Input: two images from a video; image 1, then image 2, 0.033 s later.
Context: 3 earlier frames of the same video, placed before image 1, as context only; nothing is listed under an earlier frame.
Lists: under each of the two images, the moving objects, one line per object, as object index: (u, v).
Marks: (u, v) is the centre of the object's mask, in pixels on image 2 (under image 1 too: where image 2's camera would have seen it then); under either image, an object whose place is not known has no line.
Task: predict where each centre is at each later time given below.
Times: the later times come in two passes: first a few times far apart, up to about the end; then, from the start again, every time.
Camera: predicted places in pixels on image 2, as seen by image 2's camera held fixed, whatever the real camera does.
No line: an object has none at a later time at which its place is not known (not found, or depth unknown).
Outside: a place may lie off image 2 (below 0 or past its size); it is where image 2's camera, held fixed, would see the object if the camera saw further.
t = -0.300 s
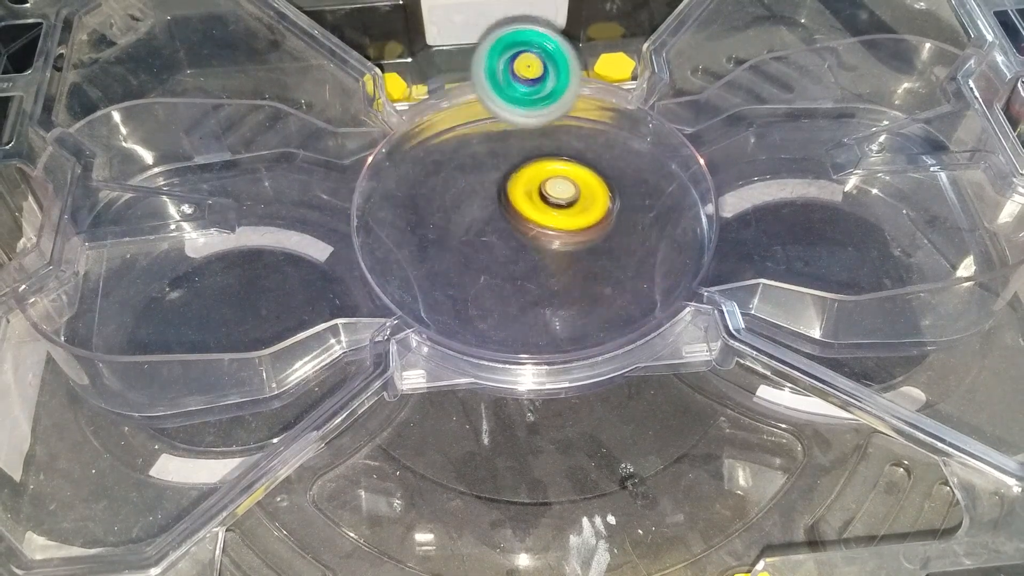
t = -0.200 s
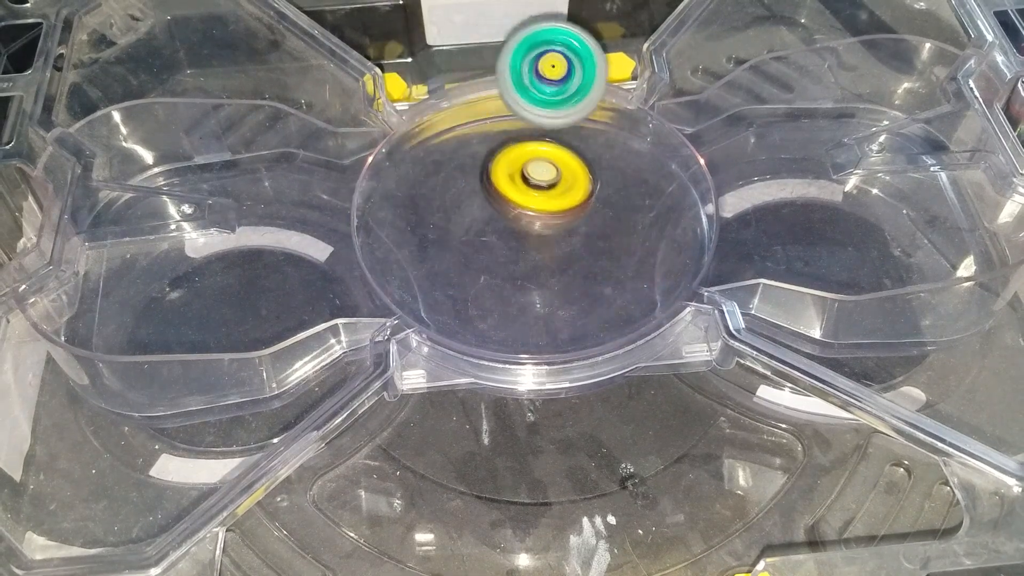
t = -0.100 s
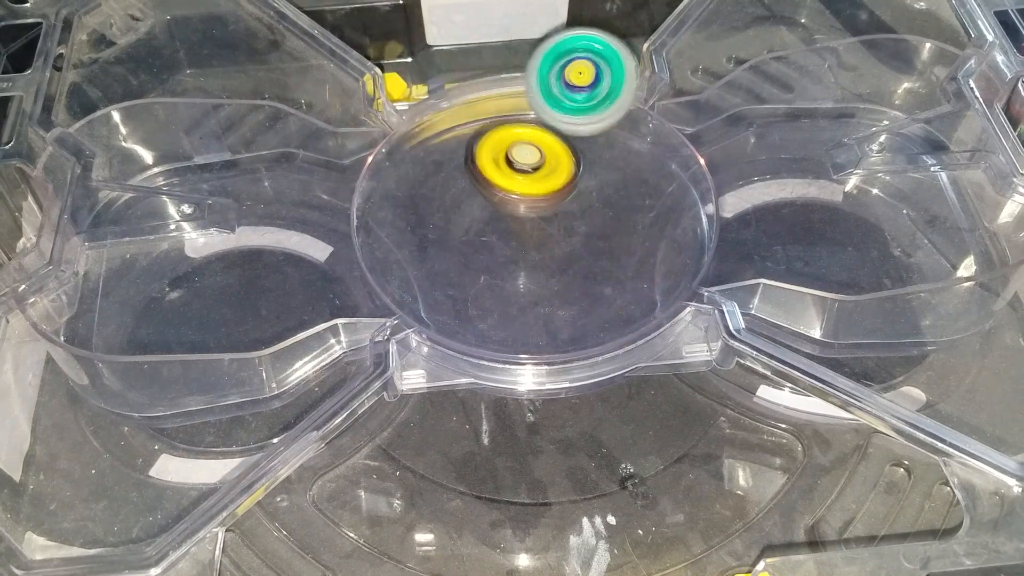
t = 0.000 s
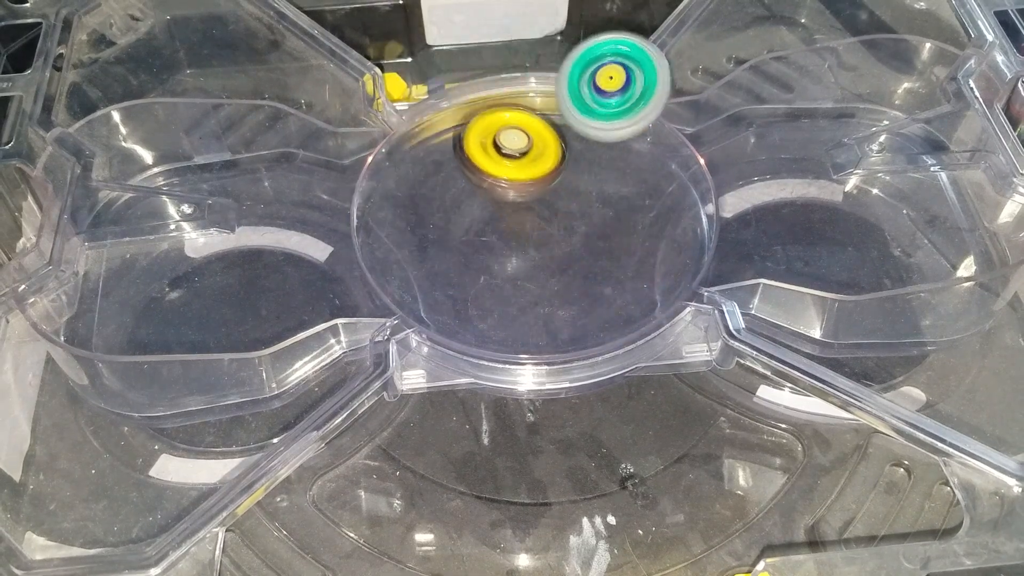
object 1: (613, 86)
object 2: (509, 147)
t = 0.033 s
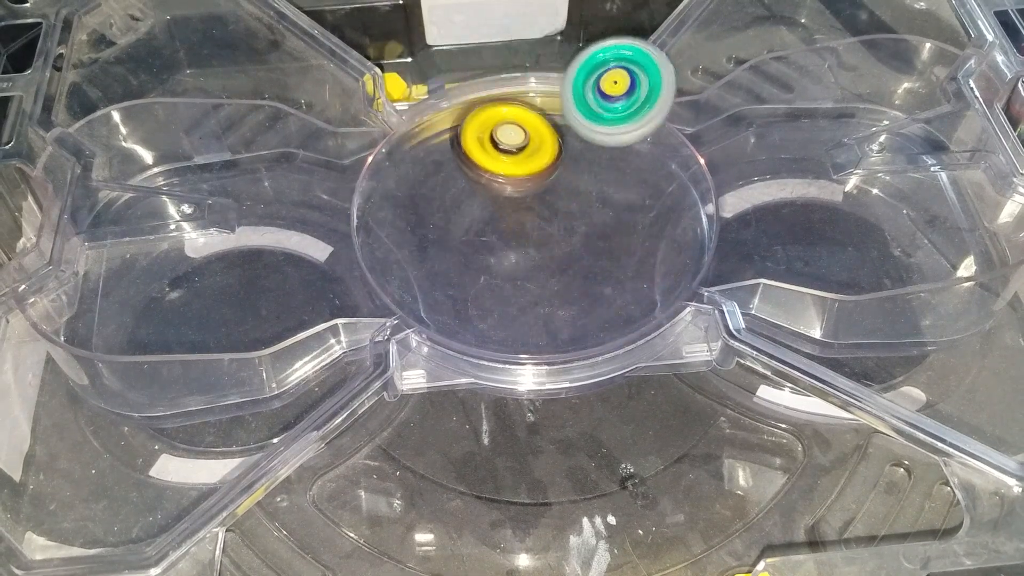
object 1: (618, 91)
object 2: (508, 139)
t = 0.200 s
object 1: (658, 124)
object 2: (497, 122)
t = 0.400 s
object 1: (675, 181)
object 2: (495, 110)
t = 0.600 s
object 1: (643, 246)
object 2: (504, 112)
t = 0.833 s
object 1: (543, 300)
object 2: (518, 135)
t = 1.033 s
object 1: (450, 290)
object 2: (523, 165)
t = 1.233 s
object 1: (396, 241)
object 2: (519, 194)
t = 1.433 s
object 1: (378, 184)
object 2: (502, 218)
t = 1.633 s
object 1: (399, 136)
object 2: (480, 231)
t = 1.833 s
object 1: (444, 96)
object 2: (461, 230)
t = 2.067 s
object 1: (516, 73)
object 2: (452, 213)
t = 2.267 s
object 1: (584, 89)
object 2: (463, 194)
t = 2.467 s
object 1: (630, 135)
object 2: (485, 175)
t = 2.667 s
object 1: (638, 202)
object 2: (512, 164)
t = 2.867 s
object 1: (596, 269)
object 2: (538, 166)
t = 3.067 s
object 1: (519, 308)
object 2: (555, 171)
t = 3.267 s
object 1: (448, 286)
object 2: (558, 188)
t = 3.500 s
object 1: (388, 229)
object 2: (543, 203)
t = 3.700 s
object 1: (381, 176)
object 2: (518, 210)
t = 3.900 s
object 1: (412, 123)
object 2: (494, 212)
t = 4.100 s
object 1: (474, 88)
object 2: (474, 201)
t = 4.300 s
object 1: (547, 86)
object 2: (467, 186)
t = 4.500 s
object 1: (608, 118)
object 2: (474, 173)
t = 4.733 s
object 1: (636, 185)
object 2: (496, 164)
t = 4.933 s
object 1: (605, 251)
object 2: (521, 164)
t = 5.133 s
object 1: (528, 298)
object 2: (540, 176)
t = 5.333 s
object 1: (453, 289)
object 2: (548, 191)
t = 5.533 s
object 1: (403, 250)
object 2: (541, 206)
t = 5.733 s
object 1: (383, 192)
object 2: (521, 215)
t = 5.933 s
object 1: (412, 136)
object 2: (499, 214)
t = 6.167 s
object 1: (488, 97)
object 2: (477, 201)
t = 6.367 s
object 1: (562, 99)
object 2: (473, 185)
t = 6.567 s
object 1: (618, 134)
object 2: (482, 172)
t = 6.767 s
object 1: (634, 191)
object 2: (500, 165)
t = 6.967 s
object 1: (597, 256)
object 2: (520, 167)
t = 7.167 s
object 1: (513, 300)
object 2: (537, 178)
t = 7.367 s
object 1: (442, 283)
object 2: (542, 192)
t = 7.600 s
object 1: (389, 225)
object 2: (531, 206)
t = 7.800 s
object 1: (392, 165)
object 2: (511, 212)
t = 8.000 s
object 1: (442, 117)
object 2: (492, 206)
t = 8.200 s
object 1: (518, 95)
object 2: (480, 195)
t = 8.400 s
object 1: (588, 114)
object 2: (481, 182)
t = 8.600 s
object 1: (626, 163)
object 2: (492, 172)
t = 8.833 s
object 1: (608, 244)
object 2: (511, 170)
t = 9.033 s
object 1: (534, 294)
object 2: (526, 176)
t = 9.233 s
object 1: (460, 288)
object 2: (534, 187)
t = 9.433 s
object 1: (401, 243)
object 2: (531, 201)
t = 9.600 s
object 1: (388, 188)
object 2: (522, 208)
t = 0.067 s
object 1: (625, 97)
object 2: (503, 136)
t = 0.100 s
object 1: (634, 103)
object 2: (503, 131)
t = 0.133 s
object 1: (643, 109)
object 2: (501, 128)
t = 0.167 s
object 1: (651, 116)
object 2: (496, 125)
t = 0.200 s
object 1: (658, 124)
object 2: (497, 122)
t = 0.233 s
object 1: (664, 132)
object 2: (496, 119)
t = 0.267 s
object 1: (669, 141)
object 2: (495, 117)
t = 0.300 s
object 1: (673, 150)
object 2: (494, 115)
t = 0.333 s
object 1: (675, 160)
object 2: (491, 115)
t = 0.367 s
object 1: (676, 171)
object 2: (494, 112)
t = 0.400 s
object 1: (675, 181)
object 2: (495, 110)
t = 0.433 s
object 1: (673, 192)
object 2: (495, 110)
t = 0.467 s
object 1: (670, 203)
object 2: (496, 109)
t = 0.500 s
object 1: (665, 214)
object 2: (498, 109)
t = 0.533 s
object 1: (660, 225)
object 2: (500, 110)
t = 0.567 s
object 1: (652, 235)
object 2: (502, 111)
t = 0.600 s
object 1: (643, 246)
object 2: (504, 112)
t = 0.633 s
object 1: (633, 256)
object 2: (507, 114)
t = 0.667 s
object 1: (621, 265)
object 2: (508, 117)
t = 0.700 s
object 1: (607, 273)
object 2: (510, 119)
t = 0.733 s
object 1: (593, 281)
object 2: (512, 123)
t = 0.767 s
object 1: (577, 288)
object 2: (515, 127)
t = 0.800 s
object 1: (560, 295)
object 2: (516, 131)
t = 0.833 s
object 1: (543, 300)
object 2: (518, 135)
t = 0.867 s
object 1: (525, 304)
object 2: (520, 140)
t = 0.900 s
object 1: (508, 306)
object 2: (521, 145)
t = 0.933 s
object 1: (496, 304)
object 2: (522, 150)
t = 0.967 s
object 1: (485, 299)
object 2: (523, 155)
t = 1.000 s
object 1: (468, 294)
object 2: (523, 160)
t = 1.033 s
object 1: (450, 290)
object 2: (523, 165)
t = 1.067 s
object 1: (439, 284)
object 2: (523, 170)
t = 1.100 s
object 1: (431, 276)
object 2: (523, 175)
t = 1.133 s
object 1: (417, 268)
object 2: (523, 180)
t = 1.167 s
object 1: (405, 259)
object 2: (521, 185)
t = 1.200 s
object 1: (401, 251)
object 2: (520, 189)
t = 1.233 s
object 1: (396, 241)
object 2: (519, 194)
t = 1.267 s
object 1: (388, 231)
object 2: (518, 199)
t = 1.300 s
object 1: (382, 221)
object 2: (515, 203)
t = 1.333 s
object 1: (383, 214)
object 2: (513, 207)
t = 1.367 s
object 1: (383, 204)
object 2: (510, 211)
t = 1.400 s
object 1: (378, 193)
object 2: (506, 214)
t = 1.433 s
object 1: (378, 184)
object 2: (502, 218)
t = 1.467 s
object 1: (381, 178)
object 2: (499, 221)
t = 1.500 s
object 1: (383, 169)
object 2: (495, 224)
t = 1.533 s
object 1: (384, 158)
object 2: (491, 226)
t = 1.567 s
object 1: (387, 150)
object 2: (487, 228)
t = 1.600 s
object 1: (393, 144)
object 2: (484, 230)
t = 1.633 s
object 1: (399, 136)
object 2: (480, 231)
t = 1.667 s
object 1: (405, 126)
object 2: (477, 232)
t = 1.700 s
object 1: (410, 117)
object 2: (474, 233)
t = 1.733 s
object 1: (417, 113)
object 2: (470, 233)
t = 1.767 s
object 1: (425, 109)
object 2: (467, 233)
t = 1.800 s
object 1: (435, 102)
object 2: (463, 232)
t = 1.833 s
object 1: (444, 96)
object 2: (461, 230)
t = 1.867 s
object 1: (454, 88)
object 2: (459, 229)
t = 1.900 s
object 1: (463, 83)
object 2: (457, 226)
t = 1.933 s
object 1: (473, 80)
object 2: (455, 224)
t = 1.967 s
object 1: (483, 78)
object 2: (454, 221)
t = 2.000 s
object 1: (494, 75)
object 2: (452, 219)
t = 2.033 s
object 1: (505, 73)
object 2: (452, 216)
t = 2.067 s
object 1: (516, 73)
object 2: (452, 213)
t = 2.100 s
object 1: (528, 73)
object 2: (453, 210)
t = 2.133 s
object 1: (539, 75)
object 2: (454, 207)
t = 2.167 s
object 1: (551, 77)
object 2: (455, 204)
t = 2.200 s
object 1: (563, 80)
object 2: (457, 201)
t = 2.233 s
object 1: (574, 85)
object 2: (460, 197)
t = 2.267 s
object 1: (584, 89)
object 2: (463, 194)
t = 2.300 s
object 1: (594, 95)
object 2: (465, 191)
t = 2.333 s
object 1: (603, 101)
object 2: (468, 188)
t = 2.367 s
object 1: (611, 108)
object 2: (472, 184)
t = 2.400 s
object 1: (619, 117)
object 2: (476, 181)
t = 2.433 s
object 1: (625, 126)
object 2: (481, 178)
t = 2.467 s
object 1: (630, 135)
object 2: (485, 175)
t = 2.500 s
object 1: (634, 145)
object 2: (489, 172)
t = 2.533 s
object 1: (637, 156)
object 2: (493, 170)
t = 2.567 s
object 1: (639, 166)
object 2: (498, 168)
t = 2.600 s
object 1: (640, 178)
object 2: (502, 166)
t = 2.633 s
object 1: (640, 190)
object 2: (507, 165)
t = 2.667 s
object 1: (638, 202)
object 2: (512, 164)
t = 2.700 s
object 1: (635, 214)
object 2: (516, 163)
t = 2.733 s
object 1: (630, 226)
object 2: (520, 165)
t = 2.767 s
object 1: (623, 237)
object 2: (525, 162)
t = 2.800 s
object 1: (615, 248)
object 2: (530, 162)
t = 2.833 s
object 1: (606, 259)
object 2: (535, 162)
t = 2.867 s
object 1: (596, 269)
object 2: (538, 166)
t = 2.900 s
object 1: (584, 279)
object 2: (541, 163)
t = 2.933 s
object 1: (571, 288)
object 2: (544, 164)
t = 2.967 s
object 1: (558, 296)
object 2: (547, 166)
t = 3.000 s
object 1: (543, 302)
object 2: (550, 167)
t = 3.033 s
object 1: (529, 308)
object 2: (552, 174)
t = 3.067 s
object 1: (519, 308)
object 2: (555, 171)
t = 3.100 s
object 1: (512, 304)
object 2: (556, 173)
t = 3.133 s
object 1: (501, 300)
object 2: (558, 175)
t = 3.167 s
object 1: (485, 297)
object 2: (559, 177)
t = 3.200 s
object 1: (466, 295)
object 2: (560, 180)
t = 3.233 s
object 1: (454, 292)
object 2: (560, 182)
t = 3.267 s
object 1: (448, 286)
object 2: (558, 188)
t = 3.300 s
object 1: (437, 278)
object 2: (558, 187)
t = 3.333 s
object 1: (423, 271)
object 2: (556, 190)
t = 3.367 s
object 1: (412, 264)
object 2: (554, 192)
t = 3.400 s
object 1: (409, 258)
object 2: (552, 195)
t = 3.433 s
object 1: (404, 250)
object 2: (550, 198)
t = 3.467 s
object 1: (395, 239)
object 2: (547, 200)
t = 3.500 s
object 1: (388, 229)
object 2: (543, 203)
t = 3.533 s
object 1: (384, 221)
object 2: (539, 205)
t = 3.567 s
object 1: (383, 214)
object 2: (536, 206)
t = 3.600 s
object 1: (382, 205)
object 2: (530, 210)
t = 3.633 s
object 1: (380, 195)
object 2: (526, 211)
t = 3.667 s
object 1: (380, 185)
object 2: (523, 209)
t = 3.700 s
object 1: (381, 176)
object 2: (518, 210)
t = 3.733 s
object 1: (383, 166)
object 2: (515, 210)
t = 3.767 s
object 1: (386, 157)
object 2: (510, 210)
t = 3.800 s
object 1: (391, 148)
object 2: (506, 210)
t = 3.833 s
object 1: (397, 140)
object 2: (502, 210)
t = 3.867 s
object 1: (404, 131)
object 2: (499, 210)
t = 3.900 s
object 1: (412, 123)
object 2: (494, 212)
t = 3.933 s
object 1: (420, 116)
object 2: (490, 209)
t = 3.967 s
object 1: (429, 109)
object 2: (487, 207)
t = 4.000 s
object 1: (439, 103)
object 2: (481, 208)
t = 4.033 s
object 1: (451, 98)
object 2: (479, 204)
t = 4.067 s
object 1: (462, 92)
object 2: (475, 205)
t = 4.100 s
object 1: (474, 88)
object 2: (474, 201)
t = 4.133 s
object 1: (486, 86)
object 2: (472, 199)
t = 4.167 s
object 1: (498, 84)
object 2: (471, 197)
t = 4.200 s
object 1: (511, 84)
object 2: (469, 194)
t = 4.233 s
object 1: (523, 84)
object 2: (468, 192)
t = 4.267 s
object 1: (536, 84)
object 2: (467, 189)
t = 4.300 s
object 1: (547, 86)
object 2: (467, 186)
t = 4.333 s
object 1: (558, 90)
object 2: (466, 184)
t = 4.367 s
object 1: (569, 94)
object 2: (467, 181)
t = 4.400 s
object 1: (580, 98)
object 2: (468, 179)
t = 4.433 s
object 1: (591, 103)
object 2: (470, 177)
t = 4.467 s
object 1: (600, 110)
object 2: (471, 175)
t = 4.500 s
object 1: (608, 118)
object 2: (474, 173)
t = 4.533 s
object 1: (615, 126)
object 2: (476, 171)
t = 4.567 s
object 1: (622, 134)
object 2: (479, 169)
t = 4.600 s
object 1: (627, 143)
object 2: (483, 167)
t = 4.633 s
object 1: (631, 153)
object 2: (486, 165)
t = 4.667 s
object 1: (634, 163)
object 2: (489, 164)
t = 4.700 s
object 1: (636, 174)
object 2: (493, 164)
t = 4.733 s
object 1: (636, 185)
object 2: (496, 164)
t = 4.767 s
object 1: (634, 196)
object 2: (501, 163)
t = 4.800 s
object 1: (631, 207)
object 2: (505, 163)
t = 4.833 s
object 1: (627, 218)
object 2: (509, 163)
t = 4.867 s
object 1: (621, 229)
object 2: (514, 163)
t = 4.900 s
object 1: (614, 240)
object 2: (518, 164)
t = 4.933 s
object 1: (605, 251)
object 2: (521, 164)
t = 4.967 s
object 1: (595, 260)
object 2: (524, 166)
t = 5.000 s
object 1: (583, 270)
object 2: (528, 167)
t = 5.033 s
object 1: (571, 278)
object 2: (531, 169)
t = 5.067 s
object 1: (557, 286)
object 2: (534, 171)
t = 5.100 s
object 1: (543, 293)
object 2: (537, 173)
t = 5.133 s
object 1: (528, 298)
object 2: (540, 176)
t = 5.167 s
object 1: (512, 302)
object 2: (543, 178)
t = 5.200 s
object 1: (497, 305)
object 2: (544, 180)
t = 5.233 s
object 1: (488, 303)
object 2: (545, 182)
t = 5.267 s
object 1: (481, 298)
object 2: (546, 186)
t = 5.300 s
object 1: (469, 293)
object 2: (547, 188)
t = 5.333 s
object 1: (453, 289)
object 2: (548, 191)
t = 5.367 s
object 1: (442, 285)
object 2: (547, 194)
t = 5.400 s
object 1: (433, 278)
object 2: (547, 197)
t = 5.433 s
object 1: (422, 272)
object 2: (546, 200)
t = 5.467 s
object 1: (414, 265)
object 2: (546, 201)
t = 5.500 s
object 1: (409, 258)
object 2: (543, 204)
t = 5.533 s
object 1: (403, 250)
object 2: (541, 206)
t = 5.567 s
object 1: (396, 241)
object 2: (539, 209)
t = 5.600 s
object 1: (391, 231)
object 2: (536, 211)
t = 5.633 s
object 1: (387, 221)
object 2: (533, 213)
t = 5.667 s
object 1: (385, 212)
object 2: (529, 214)
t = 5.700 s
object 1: (384, 202)
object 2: (525, 215)
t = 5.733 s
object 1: (383, 192)
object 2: (521, 215)
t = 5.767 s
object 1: (385, 182)
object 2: (516, 216)
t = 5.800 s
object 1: (388, 172)
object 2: (512, 216)
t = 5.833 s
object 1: (392, 162)
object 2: (508, 216)
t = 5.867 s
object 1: (397, 153)
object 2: (505, 216)
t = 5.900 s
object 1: (404, 145)
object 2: (502, 215)
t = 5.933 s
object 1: (412, 136)
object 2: (499, 214)
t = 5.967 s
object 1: (420, 129)
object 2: (495, 213)
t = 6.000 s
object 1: (429, 122)
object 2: (491, 211)
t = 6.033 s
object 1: (440, 116)
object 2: (486, 210)
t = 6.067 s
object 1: (451, 110)
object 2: (484, 208)
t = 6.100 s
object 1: (463, 105)
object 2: (482, 206)
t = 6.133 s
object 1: (475, 100)
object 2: (479, 204)
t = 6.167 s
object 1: (488, 97)
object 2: (477, 201)
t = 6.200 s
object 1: (500, 94)
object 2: (475, 198)
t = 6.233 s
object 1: (513, 93)
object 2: (474, 195)
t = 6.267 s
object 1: (525, 93)
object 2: (472, 192)
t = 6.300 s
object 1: (538, 94)
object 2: (472, 190)
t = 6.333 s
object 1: (550, 95)
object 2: (472, 187)
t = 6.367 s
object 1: (562, 99)
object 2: (473, 185)
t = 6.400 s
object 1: (573, 103)
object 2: (474, 183)
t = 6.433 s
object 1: (584, 108)
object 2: (473, 183)
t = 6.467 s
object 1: (594, 114)
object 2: (476, 178)
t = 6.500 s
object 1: (603, 120)
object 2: (478, 175)
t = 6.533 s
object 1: (611, 127)
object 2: (479, 173)
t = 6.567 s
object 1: (618, 134)
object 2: (482, 172)
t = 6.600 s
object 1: (623, 142)
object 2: (484, 170)
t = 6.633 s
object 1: (629, 151)
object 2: (487, 171)
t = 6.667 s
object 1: (632, 161)
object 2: (491, 167)
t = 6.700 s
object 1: (634, 170)
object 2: (495, 166)
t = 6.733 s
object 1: (635, 181)
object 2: (497, 165)
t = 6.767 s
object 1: (634, 191)
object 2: (500, 165)
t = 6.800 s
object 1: (632, 202)
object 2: (503, 165)
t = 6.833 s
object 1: (628, 213)
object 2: (507, 165)
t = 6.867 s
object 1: (623, 224)
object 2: (510, 165)
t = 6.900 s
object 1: (616, 235)
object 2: (514, 165)
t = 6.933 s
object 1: (607, 246)
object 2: (518, 166)
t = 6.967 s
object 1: (597, 256)
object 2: (520, 167)
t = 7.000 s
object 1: (586, 266)
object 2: (523, 169)
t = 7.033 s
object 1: (573, 275)
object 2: (527, 170)
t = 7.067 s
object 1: (559, 283)
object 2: (530, 172)
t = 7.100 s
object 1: (545, 290)
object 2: (533, 175)
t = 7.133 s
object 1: (529, 295)
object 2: (535, 176)
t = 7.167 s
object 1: (513, 300)
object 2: (537, 178)
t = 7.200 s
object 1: (498, 303)
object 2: (537, 180)
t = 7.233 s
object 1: (485, 303)
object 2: (538, 183)
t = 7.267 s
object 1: (478, 299)
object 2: (540, 185)
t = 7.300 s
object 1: (469, 293)
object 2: (540, 188)
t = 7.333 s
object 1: (456, 288)
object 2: (541, 190)
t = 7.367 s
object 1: (442, 283)
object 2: (542, 192)
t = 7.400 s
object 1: (431, 278)
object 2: (541, 195)
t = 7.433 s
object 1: (422, 270)
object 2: (540, 197)
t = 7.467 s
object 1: (412, 263)
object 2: (539, 200)
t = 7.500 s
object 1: (407, 255)
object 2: (537, 202)
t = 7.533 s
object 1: (401, 245)
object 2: (536, 204)
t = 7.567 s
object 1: (394, 236)
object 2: (534, 205)
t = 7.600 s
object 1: (389, 225)
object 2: (531, 206)
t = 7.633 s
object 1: (386, 215)
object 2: (528, 208)
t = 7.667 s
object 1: (385, 205)
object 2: (526, 209)
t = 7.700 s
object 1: (384, 195)
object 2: (522, 210)
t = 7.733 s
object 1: (386, 184)
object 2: (519, 211)
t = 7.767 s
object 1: (388, 175)
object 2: (516, 212)
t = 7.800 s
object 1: (392, 165)
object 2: (511, 212)
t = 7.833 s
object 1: (397, 155)
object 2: (506, 211)
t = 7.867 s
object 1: (404, 146)
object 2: (504, 211)
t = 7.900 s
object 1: (412, 139)
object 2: (500, 210)
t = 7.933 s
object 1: (421, 131)
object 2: (497, 209)
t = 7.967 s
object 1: (431, 123)
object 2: (494, 208)
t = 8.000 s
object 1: (442, 117)
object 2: (492, 206)
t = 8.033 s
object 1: (454, 111)
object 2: (489, 205)
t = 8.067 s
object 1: (466, 106)
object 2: (487, 203)
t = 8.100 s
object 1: (479, 102)
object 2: (485, 202)
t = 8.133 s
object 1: (492, 97)
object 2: (483, 200)
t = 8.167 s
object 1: (505, 96)
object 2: (482, 198)
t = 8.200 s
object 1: (518, 95)
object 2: (480, 195)
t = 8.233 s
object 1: (531, 95)
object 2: (479, 193)
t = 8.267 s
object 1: (544, 96)
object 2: (479, 191)
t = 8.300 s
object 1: (555, 99)
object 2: (479, 189)
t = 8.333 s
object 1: (567, 102)
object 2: (480, 187)
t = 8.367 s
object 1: (577, 106)
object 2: (480, 185)
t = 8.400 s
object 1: (588, 114)
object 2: (481, 182)
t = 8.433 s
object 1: (597, 120)
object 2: (482, 180)
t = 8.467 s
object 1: (605, 127)
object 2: (483, 178)
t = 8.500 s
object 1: (612, 135)
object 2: (484, 177)
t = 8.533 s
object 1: (618, 144)
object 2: (486, 175)
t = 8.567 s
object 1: (623, 153)
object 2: (490, 174)
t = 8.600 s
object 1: (626, 163)
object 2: (492, 172)
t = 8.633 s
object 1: (628, 174)
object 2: (493, 171)
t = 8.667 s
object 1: (629, 186)
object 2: (496, 171)
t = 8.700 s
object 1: (628, 197)
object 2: (499, 170)
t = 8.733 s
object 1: (626, 209)
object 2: (500, 171)
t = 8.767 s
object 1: (621, 221)
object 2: (506, 169)
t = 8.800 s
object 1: (616, 232)
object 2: (508, 169)
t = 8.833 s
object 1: (608, 244)
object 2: (511, 170)
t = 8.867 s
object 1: (599, 254)
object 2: (514, 171)
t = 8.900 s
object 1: (588, 265)
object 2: (517, 171)
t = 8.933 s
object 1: (576, 274)
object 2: (519, 175)
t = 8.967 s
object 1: (563, 282)
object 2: (522, 173)
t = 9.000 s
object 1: (549, 289)
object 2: (523, 174)
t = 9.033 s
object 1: (534, 294)
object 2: (526, 176)
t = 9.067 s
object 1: (518, 299)
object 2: (528, 177)
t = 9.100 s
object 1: (502, 302)
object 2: (530, 179)
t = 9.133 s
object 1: (488, 302)
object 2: (532, 181)
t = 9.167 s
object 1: (480, 300)
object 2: (532, 182)
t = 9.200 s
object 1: (473, 293)
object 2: (533, 185)
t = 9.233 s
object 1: (460, 288)
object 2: (534, 187)
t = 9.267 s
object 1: (446, 283)
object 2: (535, 190)
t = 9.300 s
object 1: (433, 277)
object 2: (535, 192)
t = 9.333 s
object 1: (421, 269)
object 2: (535, 194)
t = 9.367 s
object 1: (412, 261)
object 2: (533, 196)
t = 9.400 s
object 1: (406, 253)
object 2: (532, 199)
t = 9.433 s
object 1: (401, 243)
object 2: (531, 201)
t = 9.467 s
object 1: (395, 233)
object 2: (531, 203)
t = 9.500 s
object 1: (391, 222)
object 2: (529, 204)
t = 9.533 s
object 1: (389, 211)
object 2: (526, 205)
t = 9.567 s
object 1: (388, 200)
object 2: (525, 207)
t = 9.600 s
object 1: (388, 188)
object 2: (522, 208)
